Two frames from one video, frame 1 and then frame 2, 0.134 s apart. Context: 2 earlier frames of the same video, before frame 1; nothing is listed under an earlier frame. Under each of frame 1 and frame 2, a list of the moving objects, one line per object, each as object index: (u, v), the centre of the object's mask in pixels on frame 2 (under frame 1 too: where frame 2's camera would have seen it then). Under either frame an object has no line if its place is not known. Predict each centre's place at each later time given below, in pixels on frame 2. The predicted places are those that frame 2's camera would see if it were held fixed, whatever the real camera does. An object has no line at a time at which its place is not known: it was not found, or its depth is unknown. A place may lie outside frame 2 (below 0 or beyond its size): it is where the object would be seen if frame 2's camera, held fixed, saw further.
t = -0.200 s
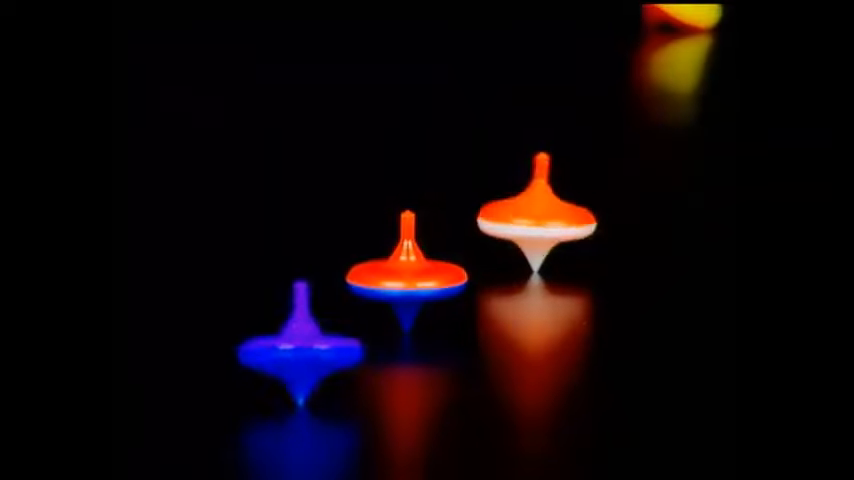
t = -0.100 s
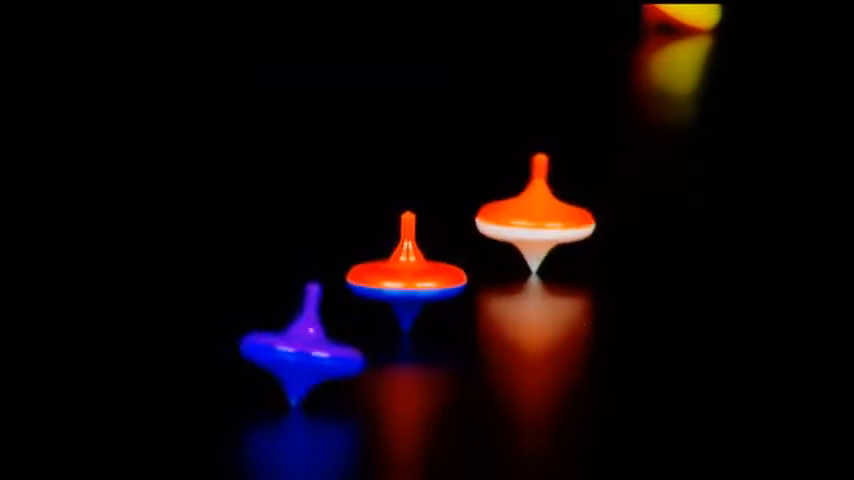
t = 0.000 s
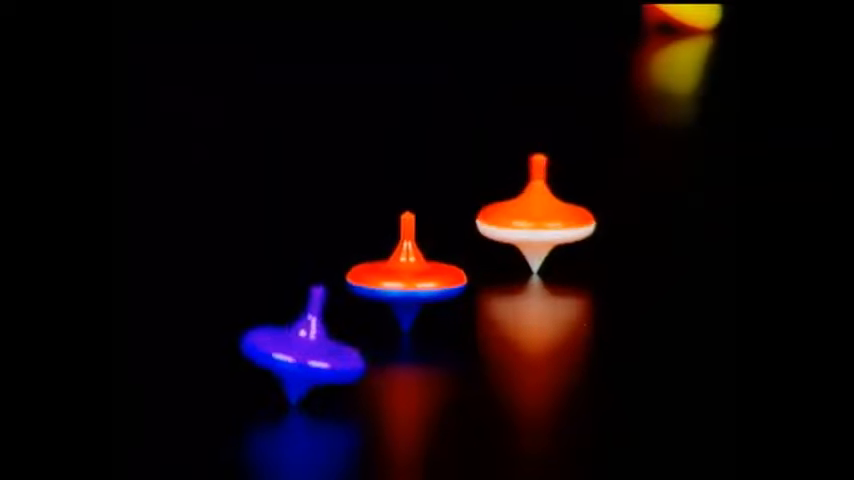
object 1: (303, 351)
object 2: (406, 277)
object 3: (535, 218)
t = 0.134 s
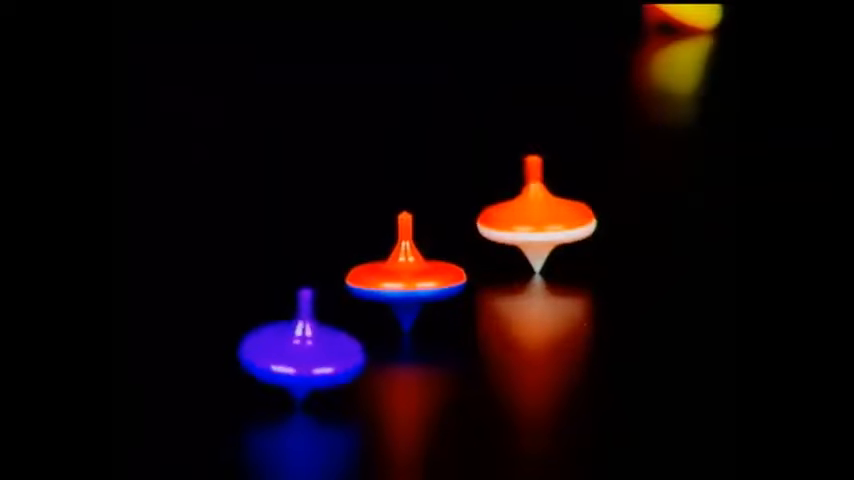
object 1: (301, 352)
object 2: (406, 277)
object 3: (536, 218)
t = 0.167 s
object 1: (300, 352)
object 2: (406, 277)
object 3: (535, 218)
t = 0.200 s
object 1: (301, 352)
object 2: (406, 277)
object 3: (536, 218)
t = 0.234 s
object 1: (301, 352)
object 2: (406, 277)
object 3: (536, 218)
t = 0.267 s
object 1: (299, 352)
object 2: (406, 277)
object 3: (534, 218)
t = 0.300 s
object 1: (299, 352)
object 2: (406, 277)
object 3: (536, 218)
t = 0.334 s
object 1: (300, 351)
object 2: (406, 277)
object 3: (537, 218)
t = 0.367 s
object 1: (299, 351)
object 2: (406, 277)
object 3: (536, 218)
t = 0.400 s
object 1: (300, 351)
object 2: (406, 276)
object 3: (537, 218)
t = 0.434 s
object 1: (301, 351)
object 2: (406, 277)
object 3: (538, 218)
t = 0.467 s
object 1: (302, 351)
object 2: (406, 277)
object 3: (538, 219)
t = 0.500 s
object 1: (303, 351)
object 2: (406, 277)
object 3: (537, 218)
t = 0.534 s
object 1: (304, 350)
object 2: (407, 277)
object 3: (537, 218)
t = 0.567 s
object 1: (306, 351)
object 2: (406, 276)
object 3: (539, 219)
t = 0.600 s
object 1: (306, 351)
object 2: (407, 277)
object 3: (540, 218)
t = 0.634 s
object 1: (306, 351)
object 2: (407, 277)
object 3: (541, 217)
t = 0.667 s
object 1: (307, 351)
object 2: (407, 276)
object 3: (541, 218)
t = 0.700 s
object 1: (308, 351)
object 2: (408, 276)
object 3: (540, 218)
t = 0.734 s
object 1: (307, 352)
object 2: (406, 276)
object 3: (541, 218)
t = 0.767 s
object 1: (307, 352)
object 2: (407, 276)
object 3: (543, 218)
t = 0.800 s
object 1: (307, 352)
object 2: (407, 276)
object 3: (542, 217)
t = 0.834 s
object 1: (306, 352)
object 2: (407, 276)
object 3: (543, 218)
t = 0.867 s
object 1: (304, 352)
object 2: (408, 277)
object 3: (542, 218)
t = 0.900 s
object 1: (304, 353)
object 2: (408, 276)
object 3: (543, 218)
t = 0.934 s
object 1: (302, 352)
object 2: (409, 276)
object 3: (543, 218)
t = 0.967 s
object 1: (301, 352)
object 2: (407, 276)
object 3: (542, 218)
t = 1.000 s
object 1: (301, 352)
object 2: (408, 276)
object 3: (543, 218)
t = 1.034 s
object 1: (301, 352)
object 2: (408, 276)
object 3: (545, 218)
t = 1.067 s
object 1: (301, 352)
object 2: (407, 275)
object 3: (546, 217)
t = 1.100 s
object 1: (301, 352)
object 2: (407, 276)
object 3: (546, 218)
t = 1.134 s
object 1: (302, 351)
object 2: (406, 276)
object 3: (544, 218)
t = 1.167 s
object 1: (303, 351)
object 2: (406, 276)
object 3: (546, 218)
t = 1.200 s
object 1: (304, 351)
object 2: (406, 276)
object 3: (547, 218)
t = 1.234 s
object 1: (305, 351)
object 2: (406, 275)
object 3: (547, 217)
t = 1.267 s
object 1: (306, 351)
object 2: (405, 276)
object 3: (548, 218)
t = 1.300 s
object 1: (306, 351)
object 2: (403, 275)
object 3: (547, 218)
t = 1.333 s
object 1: (307, 351)
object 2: (404, 275)
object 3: (547, 219)
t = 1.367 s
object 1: (308, 352)
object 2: (402, 275)
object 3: (546, 218)
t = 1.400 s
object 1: (308, 351)
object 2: (401, 275)
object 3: (544, 218)
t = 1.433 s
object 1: (307, 352)
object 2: (400, 275)
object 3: (544, 218)
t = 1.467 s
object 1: (308, 352)
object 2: (400, 275)
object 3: (544, 218)
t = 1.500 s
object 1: (307, 352)
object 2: (400, 275)
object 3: (546, 219)
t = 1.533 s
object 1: (306, 352)
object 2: (398, 274)
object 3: (545, 218)
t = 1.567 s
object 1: (306, 352)
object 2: (399, 274)
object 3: (545, 217)
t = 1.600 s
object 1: (306, 352)
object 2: (400, 275)
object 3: (546, 217)
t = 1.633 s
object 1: (304, 352)
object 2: (401, 274)
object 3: (545, 218)
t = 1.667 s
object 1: (302, 352)
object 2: (401, 274)
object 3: (545, 218)
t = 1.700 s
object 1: (302, 352)
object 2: (401, 274)
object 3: (544, 218)
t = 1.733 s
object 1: (300, 351)
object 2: (402, 274)
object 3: (545, 217)
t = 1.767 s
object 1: (300, 352)
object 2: (400, 274)
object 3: (547, 218)
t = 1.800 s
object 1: (302, 351)
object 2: (400, 274)
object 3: (547, 218)
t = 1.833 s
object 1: (302, 351)
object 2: (400, 274)
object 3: (548, 218)
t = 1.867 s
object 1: (302, 350)
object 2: (399, 273)
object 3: (547, 218)
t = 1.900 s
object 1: (304, 350)
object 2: (400, 274)
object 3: (548, 218)
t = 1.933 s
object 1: (306, 350)
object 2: (400, 273)
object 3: (548, 218)
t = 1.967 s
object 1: (307, 351)
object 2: (400, 273)
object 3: (547, 217)
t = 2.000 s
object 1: (309, 351)
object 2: (398, 273)
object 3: (548, 218)
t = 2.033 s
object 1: (309, 352)
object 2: (398, 273)
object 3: (548, 218)
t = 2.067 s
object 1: (309, 352)
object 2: (399, 274)
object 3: (549, 218)
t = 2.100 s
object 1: (309, 352)
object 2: (399, 273)
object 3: (551, 218)
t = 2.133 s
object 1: (309, 351)
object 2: (399, 273)
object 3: (550, 218)
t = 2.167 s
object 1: (308, 352)
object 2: (396, 273)
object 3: (552, 218)
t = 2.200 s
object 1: (306, 353)
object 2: (397, 273)
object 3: (551, 218)
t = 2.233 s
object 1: (306, 353)
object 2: (396, 273)
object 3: (552, 219)
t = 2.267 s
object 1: (305, 352)
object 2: (396, 273)
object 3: (553, 219)
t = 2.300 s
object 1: (304, 353)
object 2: (397, 274)
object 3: (552, 219)
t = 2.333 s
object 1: (303, 352)
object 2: (398, 273)
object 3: (553, 218)
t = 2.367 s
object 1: (303, 351)
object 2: (397, 272)
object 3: (553, 218)
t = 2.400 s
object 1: (302, 351)
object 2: (395, 272)
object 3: (554, 218)
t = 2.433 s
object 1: (302, 351)
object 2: (397, 273)
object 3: (554, 219)
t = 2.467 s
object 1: (302, 351)
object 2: (396, 272)
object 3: (556, 219)
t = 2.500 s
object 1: (303, 350)
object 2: (395, 272)
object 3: (557, 219)
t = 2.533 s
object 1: (306, 351)
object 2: (395, 273)
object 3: (555, 219)
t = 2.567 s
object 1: (306, 350)
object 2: (397, 273)
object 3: (556, 219)
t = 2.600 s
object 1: (308, 351)
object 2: (397, 272)
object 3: (557, 219)
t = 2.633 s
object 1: (309, 351)
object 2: (395, 272)
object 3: (558, 219)
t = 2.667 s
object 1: (309, 351)
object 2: (394, 273)
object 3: (556, 220)
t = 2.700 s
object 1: (310, 351)
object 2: (395, 273)
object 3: (557, 219)
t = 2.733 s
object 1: (310, 352)
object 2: (397, 272)
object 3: (558, 219)
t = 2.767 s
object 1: (311, 351)
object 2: (397, 272)
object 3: (558, 219)
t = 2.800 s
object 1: (310, 351)
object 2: (397, 272)
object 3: (558, 218)
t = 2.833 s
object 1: (310, 352)
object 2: (397, 271)
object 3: (558, 218)
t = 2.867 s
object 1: (309, 352)
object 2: (395, 271)
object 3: (560, 218)
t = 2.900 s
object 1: (307, 352)
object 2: (396, 272)
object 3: (559, 218)
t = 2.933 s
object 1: (307, 352)
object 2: (396, 271)
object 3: (558, 219)
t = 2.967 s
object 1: (305, 352)
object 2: (397, 271)
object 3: (558, 218)
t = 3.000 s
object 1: (304, 352)
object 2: (397, 271)
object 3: (558, 218)
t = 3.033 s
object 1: (304, 351)
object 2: (397, 271)
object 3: (559, 218)
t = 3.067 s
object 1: (302, 351)
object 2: (396, 271)
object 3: (558, 218)
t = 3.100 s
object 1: (302, 351)
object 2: (396, 271)
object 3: (557, 218)
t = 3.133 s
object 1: (304, 351)
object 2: (394, 272)
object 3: (556, 218)
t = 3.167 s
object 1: (305, 350)
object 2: (394, 272)
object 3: (556, 218)
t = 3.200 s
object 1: (305, 350)
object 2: (396, 272)
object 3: (556, 218)
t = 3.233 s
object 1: (307, 351)
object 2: (396, 272)
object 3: (556, 218)
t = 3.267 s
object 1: (308, 350)
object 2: (396, 272)
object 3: (556, 218)
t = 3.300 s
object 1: (310, 350)
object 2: (395, 272)
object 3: (555, 217)
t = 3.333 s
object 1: (311, 351)
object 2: (397, 272)
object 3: (557, 218)
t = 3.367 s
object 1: (311, 351)
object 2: (396, 272)
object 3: (556, 217)
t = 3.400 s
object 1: (311, 351)
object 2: (396, 271)
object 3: (557, 218)
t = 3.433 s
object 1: (312, 351)
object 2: (396, 272)
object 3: (556, 218)
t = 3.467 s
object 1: (311, 351)
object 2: (395, 271)
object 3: (558, 218)
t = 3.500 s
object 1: (310, 352)
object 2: (394, 271)
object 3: (557, 218)
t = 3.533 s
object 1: (309, 352)
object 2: (392, 271)
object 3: (556, 218)
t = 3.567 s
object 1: (307, 352)
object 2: (394, 272)
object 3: (557, 218)
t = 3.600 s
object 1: (306, 352)
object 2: (394, 271)
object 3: (556, 217)
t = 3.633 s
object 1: (305, 352)
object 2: (395, 271)
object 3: (556, 218)
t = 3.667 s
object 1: (305, 351)
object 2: (393, 270)
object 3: (555, 218)
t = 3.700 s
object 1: (304, 351)
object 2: (393, 271)
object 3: (557, 218)
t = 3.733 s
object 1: (305, 351)
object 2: (394, 271)
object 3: (557, 217)
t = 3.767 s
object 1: (305, 350)
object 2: (395, 270)
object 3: (558, 218)
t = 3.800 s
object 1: (307, 351)
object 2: (393, 270)
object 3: (556, 218)
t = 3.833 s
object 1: (308, 350)
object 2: (392, 270)
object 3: (556, 218)
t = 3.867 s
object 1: (309, 350)
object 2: (392, 270)
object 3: (556, 217)
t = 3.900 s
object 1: (311, 350)
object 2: (393, 270)
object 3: (557, 217)
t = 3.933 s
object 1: (312, 350)
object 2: (393, 270)
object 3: (557, 217)
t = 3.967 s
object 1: (313, 351)
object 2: (390, 269)
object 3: (555, 217)
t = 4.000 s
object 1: (313, 351)
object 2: (391, 270)
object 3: (557, 218)
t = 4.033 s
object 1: (313, 351)
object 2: (390, 269)
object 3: (557, 217)
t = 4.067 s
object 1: (312, 352)
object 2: (389, 269)
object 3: (557, 218)
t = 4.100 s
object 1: (312, 352)
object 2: (387, 269)
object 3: (556, 218)
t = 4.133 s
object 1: (310, 352)
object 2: (387, 269)
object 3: (556, 218)
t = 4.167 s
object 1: (309, 353)
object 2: (388, 269)
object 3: (557, 218)
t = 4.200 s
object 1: (309, 352)
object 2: (389, 269)
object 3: (557, 218)
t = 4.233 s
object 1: (306, 352)
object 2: (387, 269)
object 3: (556, 217)
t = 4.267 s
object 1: (305, 352)
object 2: (388, 269)
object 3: (556, 217)
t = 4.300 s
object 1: (305, 351)
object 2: (389, 269)
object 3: (558, 217)
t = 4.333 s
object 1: (305, 352)
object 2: (388, 268)
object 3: (557, 217)
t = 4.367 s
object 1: (306, 351)
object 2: (386, 269)
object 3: (558, 217)
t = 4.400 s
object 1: (307, 351)
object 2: (386, 269)
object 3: (557, 216)
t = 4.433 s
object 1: (308, 350)
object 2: (388, 269)
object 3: (559, 217)
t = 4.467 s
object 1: (310, 351)
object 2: (387, 269)
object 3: (558, 217)
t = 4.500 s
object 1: (310, 351)
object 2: (387, 269)
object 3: (558, 218)
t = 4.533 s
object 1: (312, 352)
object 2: (385, 269)
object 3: (557, 218)
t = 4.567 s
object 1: (313, 352)
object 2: (386, 269)
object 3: (559, 218)
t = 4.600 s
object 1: (313, 352)
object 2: (385, 269)
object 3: (560, 218)
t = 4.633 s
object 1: (314, 352)
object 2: (386, 269)
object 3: (560, 217)
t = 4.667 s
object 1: (312, 353)
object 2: (384, 269)
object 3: (561, 217)
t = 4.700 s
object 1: (311, 353)
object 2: (384, 269)
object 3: (560, 218)
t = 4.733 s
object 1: (311, 353)
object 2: (384, 269)
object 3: (559, 217)
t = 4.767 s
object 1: (309, 353)
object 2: (383, 269)
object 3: (558, 217)
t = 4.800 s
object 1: (308, 354)
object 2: (382, 269)
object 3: (560, 217)
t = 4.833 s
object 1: (306, 353)
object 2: (383, 269)
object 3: (560, 217)
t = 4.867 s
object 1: (304, 354)
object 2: (383, 269)
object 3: (561, 217)
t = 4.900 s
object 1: (304, 353)
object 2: (381, 269)
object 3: (560, 217)
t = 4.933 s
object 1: (304, 353)
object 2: (381, 270)
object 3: (561, 217)
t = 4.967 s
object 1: (305, 353)
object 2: (381, 269)
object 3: (561, 217)
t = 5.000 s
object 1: (306, 352)
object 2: (381, 269)
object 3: (561, 218)
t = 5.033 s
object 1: (307, 352)
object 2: (380, 269)
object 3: (561, 217)
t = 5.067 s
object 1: (309, 352)
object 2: (380, 270)
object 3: (562, 218)
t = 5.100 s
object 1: (310, 353)
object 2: (379, 269)
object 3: (562, 218)
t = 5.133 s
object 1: (311, 352)
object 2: (379, 269)
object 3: (562, 218)
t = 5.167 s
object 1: (313, 353)
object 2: (376, 268)
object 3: (561, 218)
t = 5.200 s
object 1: (313, 353)
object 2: (377, 269)
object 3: (563, 218)
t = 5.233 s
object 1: (313, 353)
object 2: (378, 269)
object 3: (564, 218)
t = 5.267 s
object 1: (313, 353)
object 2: (379, 268)
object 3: (563, 218)
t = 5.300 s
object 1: (311, 353)
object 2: (376, 268)
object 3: (562, 218)
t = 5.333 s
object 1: (309, 354)
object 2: (377, 268)
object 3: (562, 217)
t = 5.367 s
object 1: (308, 354)
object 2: (378, 268)
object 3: (565, 218)
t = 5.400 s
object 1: (306, 354)
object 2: (379, 268)
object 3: (564, 218)
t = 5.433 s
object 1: (307, 354)
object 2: (376, 268)
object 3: (564, 218)
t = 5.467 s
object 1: (305, 353)
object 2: (376, 268)
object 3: (565, 217)
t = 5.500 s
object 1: (305, 353)
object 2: (376, 268)
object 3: (566, 218)
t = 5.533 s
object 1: (306, 352)
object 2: (377, 267)
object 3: (564, 217)
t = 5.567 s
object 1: (306, 351)
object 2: (375, 267)
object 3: (564, 217)
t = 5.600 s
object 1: (309, 351)
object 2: (375, 267)
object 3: (563, 217)
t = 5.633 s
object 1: (309, 351)
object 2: (375, 268)
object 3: (564, 217)
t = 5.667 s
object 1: (311, 351)
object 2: (377, 267)
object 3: (563, 216)
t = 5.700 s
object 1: (313, 352)
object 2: (377, 266)
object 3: (566, 216)
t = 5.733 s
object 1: (313, 352)
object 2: (377, 266)
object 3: (567, 216)
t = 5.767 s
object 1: (313, 353)
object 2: (376, 267)
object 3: (567, 217)
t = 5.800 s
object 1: (314, 353)
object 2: (376, 267)
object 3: (565, 217)
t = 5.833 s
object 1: (313, 353)
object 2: (376, 266)
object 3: (567, 217)
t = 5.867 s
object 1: (313, 353)
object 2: (377, 267)
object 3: (569, 216)
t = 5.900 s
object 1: (310, 353)
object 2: (376, 267)
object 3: (570, 217)
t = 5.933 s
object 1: (310, 354)
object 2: (376, 267)
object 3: (569, 217)
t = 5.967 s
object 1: (309, 353)
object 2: (377, 267)
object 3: (570, 217)
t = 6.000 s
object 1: (307, 353)
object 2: (378, 267)
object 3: (570, 217)
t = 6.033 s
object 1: (308, 353)
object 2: (378, 267)
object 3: (570, 217)
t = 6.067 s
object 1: (306, 352)
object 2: (377, 266)
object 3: (568, 217)
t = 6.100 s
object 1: (307, 352)
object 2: (377, 267)
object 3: (570, 217)
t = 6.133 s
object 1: (308, 352)
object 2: (377, 267)
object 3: (571, 216)
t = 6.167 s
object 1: (309, 351)
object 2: (378, 266)
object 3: (572, 217)
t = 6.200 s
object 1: (312, 351)
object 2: (376, 266)
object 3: (571, 217)
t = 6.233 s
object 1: (312, 351)
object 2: (374, 265)
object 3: (571, 217)
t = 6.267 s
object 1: (314, 352)
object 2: (373, 265)
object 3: (571, 217)
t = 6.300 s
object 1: (315, 353)
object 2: (373, 266)
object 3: (572, 217)
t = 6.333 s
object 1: (315, 353)
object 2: (373, 266)
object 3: (571, 218)
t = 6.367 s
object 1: (315, 353)
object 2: (372, 265)
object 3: (569, 218)
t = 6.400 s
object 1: (314, 353)
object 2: (370, 265)
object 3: (568, 217)
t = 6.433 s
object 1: (313, 353)
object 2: (371, 266)
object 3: (570, 217)
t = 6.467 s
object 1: (311, 353)
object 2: (371, 265)
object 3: (570, 217)
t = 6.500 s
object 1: (309, 354)
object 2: (370, 265)
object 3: (569, 218)
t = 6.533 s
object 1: (307, 354)
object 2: (367, 265)
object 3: (567, 218)
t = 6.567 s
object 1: (305, 353)
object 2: (367, 266)
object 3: (568, 218)
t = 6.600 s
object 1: (306, 353)
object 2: (367, 266)
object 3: (568, 217)
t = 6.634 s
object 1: (305, 353)
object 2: (369, 267)
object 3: (570, 218)
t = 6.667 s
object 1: (305, 353)
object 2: (368, 266)
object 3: (570, 218)
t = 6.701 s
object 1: (308, 353)
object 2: (368, 267)
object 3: (570, 218)
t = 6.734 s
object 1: (310, 352)
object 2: (368, 265)
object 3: (569, 217)
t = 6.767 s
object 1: (313, 352)
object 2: (368, 266)
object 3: (571, 218)
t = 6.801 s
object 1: (314, 353)
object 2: (368, 266)
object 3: (570, 218)
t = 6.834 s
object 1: (316, 353)
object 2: (367, 266)
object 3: (570, 218)
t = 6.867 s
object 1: (317, 353)
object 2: (367, 265)
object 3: (568, 217)
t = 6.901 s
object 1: (316, 353)
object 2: (367, 266)
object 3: (569, 217)
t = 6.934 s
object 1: (316, 354)
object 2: (367, 265)
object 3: (569, 217)
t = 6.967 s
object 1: (315, 354)
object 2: (366, 265)
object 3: (571, 218)
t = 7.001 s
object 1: (314, 354)
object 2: (364, 265)
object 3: (570, 217)
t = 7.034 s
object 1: (313, 354)
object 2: (365, 266)
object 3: (570, 218)
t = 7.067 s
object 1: (310, 354)
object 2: (365, 266)
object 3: (569, 218)
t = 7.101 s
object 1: (309, 354)
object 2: (364, 265)
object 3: (570, 218)
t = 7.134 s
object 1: (307, 353)
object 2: (363, 264)
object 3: (569, 217)
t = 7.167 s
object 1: (308, 353)
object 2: (364, 265)
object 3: (570, 217)
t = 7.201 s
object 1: (308, 353)
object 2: (365, 265)
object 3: (567, 218)
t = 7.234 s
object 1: (310, 352)
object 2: (365, 265)
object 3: (568, 217)
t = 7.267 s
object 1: (313, 351)
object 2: (365, 264)
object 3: (569, 216)
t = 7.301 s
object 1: (314, 351)
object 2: (363, 264)
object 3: (571, 217)
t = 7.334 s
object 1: (318, 352)
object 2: (362, 264)
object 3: (570, 217)
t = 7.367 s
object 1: (319, 352)
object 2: (363, 264)
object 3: (571, 217)
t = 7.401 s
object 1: (321, 352)
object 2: (366, 264)
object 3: (569, 216)
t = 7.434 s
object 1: (321, 352)
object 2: (364, 263)
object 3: (571, 216)
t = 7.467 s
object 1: (320, 352)
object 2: (363, 263)
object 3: (571, 216)
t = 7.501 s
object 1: (319, 353)
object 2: (361, 264)
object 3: (572, 216)
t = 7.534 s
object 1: (317, 353)
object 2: (362, 264)
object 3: (571, 217)
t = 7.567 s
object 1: (317, 352)
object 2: (363, 263)
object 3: (571, 216)
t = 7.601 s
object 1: (314, 352)
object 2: (362, 263)
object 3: (573, 215)
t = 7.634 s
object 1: (312, 352)
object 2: (360, 263)
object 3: (575, 216)
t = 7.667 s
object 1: (311, 351)
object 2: (362, 263)
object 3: (575, 217)
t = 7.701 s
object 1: (311, 351)
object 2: (362, 262)
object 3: (574, 216)
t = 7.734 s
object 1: (313, 351)
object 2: (362, 263)
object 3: (572, 217)
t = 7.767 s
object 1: (313, 351)
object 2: (361, 263)
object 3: (572, 216)
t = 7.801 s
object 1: (317, 350)
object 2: (363, 263)
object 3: (574, 216)
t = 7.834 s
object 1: (319, 351)
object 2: (363, 262)
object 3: (575, 216)
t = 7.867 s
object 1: (321, 351)
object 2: (362, 262)
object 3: (576, 216)
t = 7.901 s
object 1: (323, 351)
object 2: (361, 262)
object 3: (575, 216)
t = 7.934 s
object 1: (324, 351)
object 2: (363, 262)
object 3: (576, 216)
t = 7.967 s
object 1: (324, 351)
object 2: (363, 262)
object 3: (576, 215)
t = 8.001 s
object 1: (322, 351)
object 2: (363, 261)
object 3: (578, 215)
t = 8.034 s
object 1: (320, 352)
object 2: (361, 261)
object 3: (576, 216)
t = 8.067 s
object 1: (318, 351)
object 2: (360, 262)
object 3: (575, 216)
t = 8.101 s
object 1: (315, 351)
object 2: (361, 261)
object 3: (572, 215)
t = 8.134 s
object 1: (315, 350)
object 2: (363, 261)
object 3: (573, 215)
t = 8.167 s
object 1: (314, 350)
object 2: (362, 260)
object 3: (574, 214)
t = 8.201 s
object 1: (314, 350)
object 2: (361, 260)
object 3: (577, 214)
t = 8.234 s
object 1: (315, 349)
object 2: (361, 260)
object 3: (576, 214)
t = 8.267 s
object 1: (317, 349)
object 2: (359, 260)
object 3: (575, 214)
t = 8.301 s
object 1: (318, 348)
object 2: (359, 260)
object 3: (575, 214)
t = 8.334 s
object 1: (321, 349)
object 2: (358, 259)
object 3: (575, 214)
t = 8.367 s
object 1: (322, 349)
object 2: (359, 259)
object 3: (578, 214)
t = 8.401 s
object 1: (324, 349)
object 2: (358, 259)
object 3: (579, 214)
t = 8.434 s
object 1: (326, 349)
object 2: (359, 258)
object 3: (577, 214)
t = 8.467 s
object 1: (325, 349)
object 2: (357, 258)
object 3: (573, 214)
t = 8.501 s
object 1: (324, 350)
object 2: (358, 258)
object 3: (574, 214)
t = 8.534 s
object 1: (322, 350)
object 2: (357, 258)
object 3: (575, 212)
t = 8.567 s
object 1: (320, 350)
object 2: (357, 259)
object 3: (578, 213)
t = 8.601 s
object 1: (317, 349)
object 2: (357, 258)
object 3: (578, 213)
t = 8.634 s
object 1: (315, 349)
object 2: (358, 258)
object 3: (577, 213)
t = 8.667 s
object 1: (315, 349)
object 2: (356, 257)
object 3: (574, 213)
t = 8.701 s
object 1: (314, 348)
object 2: (355, 258)
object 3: (575, 212)
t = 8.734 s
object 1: (316, 348)
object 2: (357, 258)
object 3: (578, 212)
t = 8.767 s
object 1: (317, 347)
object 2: (357, 257)
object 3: (582, 212)
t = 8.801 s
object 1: (321, 347)
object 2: (356, 257)
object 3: (583, 213)
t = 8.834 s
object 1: (322, 347)
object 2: (356, 257)
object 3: (581, 213)
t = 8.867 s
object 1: (325, 348)
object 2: (357, 257)
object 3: (578, 214)
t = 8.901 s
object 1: (326, 348)
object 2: (355, 256)
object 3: (575, 213)
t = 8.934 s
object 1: (327, 349)
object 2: (354, 256)
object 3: (578, 213)
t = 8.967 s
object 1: (327, 350)
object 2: (352, 257)
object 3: (579, 212)
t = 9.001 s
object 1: (324, 350)
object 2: (354, 258)
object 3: (581, 213)
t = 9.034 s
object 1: (323, 349)
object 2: (356, 258)
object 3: (579, 213)
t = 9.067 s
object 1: (320, 349)
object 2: (358, 257)
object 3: (578, 212)
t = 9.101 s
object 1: (317, 349)
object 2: (356, 257)
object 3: (578, 211)
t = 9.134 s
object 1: (315, 349)
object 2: (354, 257)
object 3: (582, 212)
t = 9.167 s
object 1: (315, 348)
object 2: (352, 257)
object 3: (585, 213)
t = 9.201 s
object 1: (316, 348)
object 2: (353, 257)
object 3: (586, 213)
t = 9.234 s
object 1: (318, 348)
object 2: (355, 257)
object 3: (582, 215)
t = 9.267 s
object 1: (320, 347)
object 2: (355, 256)
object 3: (576, 215)
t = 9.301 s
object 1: (322, 348)
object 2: (355, 256)
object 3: (574, 214)
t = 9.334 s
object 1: (325, 348)
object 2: (352, 255)
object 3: (573, 212)
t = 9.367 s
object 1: (325, 348)
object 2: (353, 256)
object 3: (579, 212)
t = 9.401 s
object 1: (327, 349)
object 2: (353, 256)
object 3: (583, 211)
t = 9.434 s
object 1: (326, 349)
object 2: (356, 256)
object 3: (587, 212)
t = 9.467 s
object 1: (326, 350)
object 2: (356, 256)
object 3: (587, 213)
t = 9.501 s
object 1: (323, 350)
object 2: (357, 256)
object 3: (586, 213)
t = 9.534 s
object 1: (322, 350)
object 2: (354, 256)
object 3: (582, 214)
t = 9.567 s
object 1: (319, 349)
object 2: (354, 256)
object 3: (580, 213)
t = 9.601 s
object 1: (316, 349)
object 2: (353, 256)
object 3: (578, 213)
